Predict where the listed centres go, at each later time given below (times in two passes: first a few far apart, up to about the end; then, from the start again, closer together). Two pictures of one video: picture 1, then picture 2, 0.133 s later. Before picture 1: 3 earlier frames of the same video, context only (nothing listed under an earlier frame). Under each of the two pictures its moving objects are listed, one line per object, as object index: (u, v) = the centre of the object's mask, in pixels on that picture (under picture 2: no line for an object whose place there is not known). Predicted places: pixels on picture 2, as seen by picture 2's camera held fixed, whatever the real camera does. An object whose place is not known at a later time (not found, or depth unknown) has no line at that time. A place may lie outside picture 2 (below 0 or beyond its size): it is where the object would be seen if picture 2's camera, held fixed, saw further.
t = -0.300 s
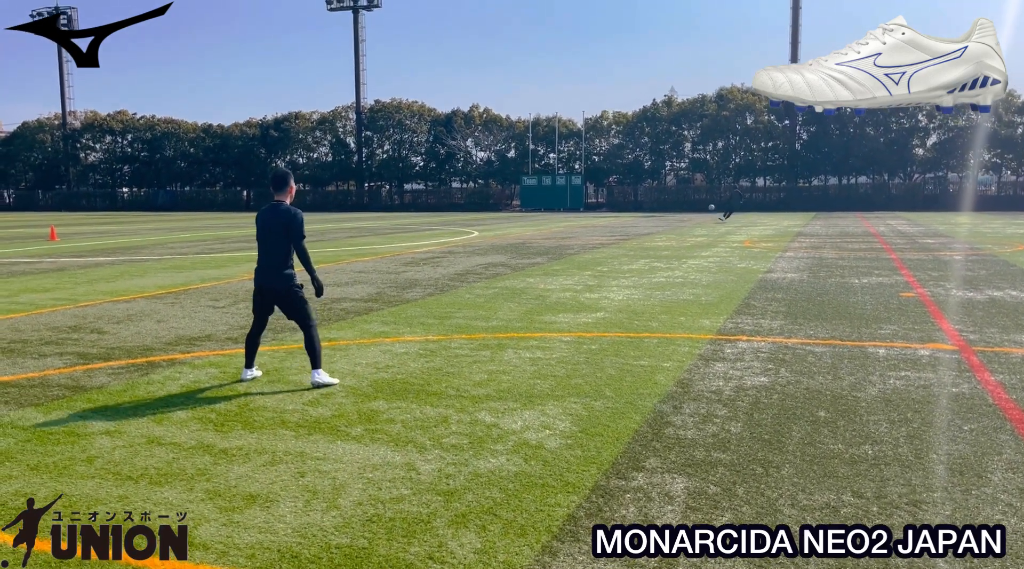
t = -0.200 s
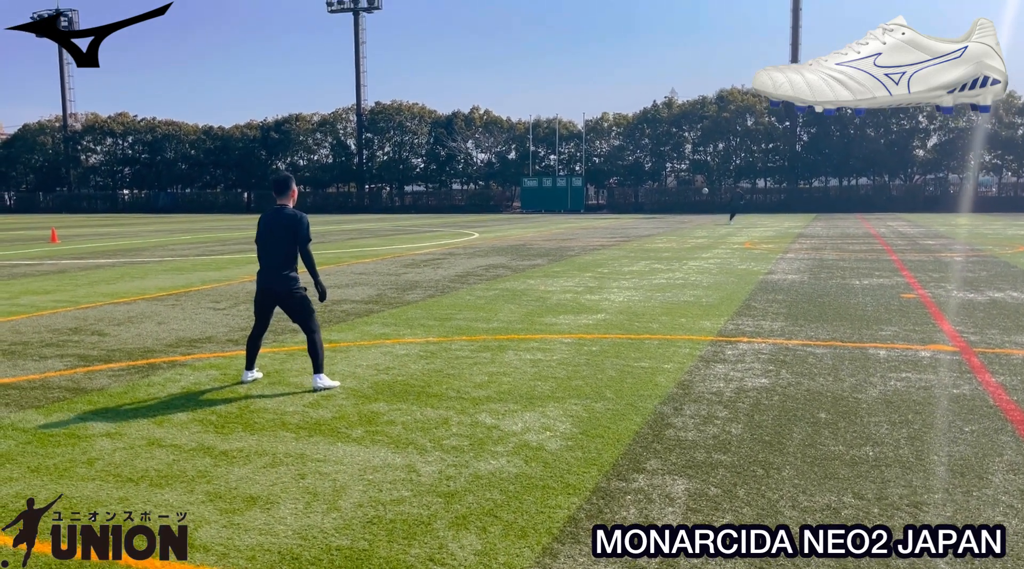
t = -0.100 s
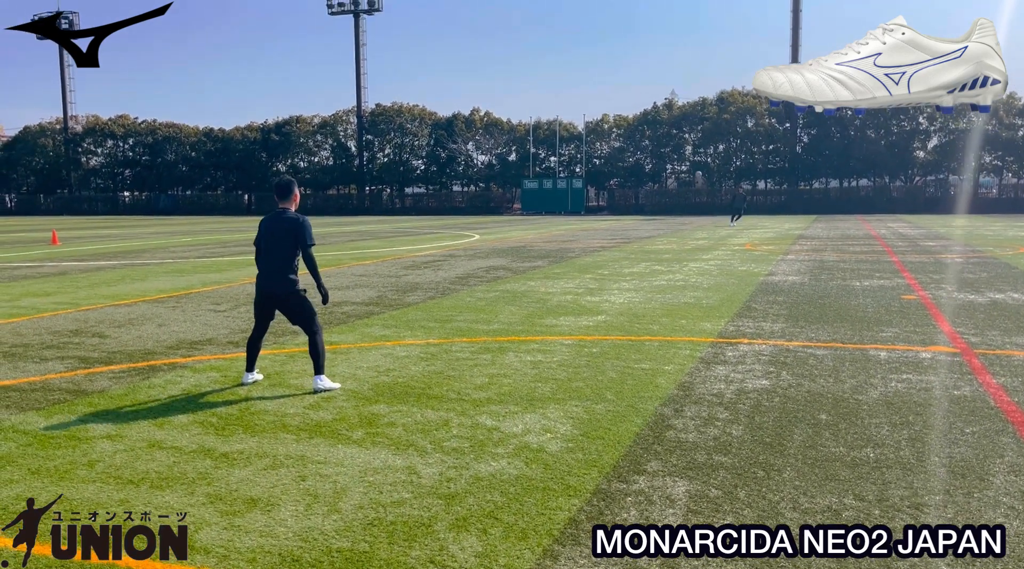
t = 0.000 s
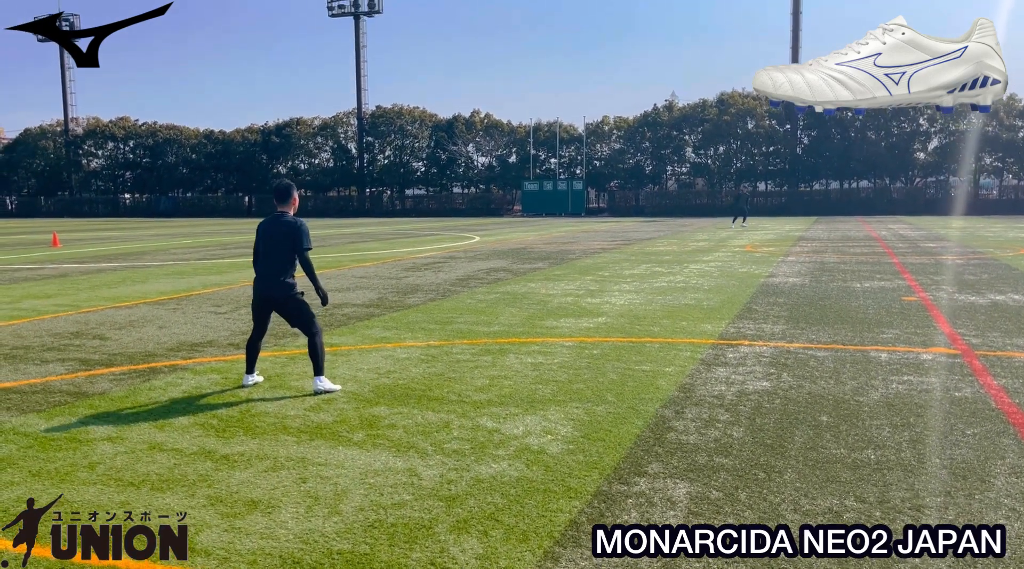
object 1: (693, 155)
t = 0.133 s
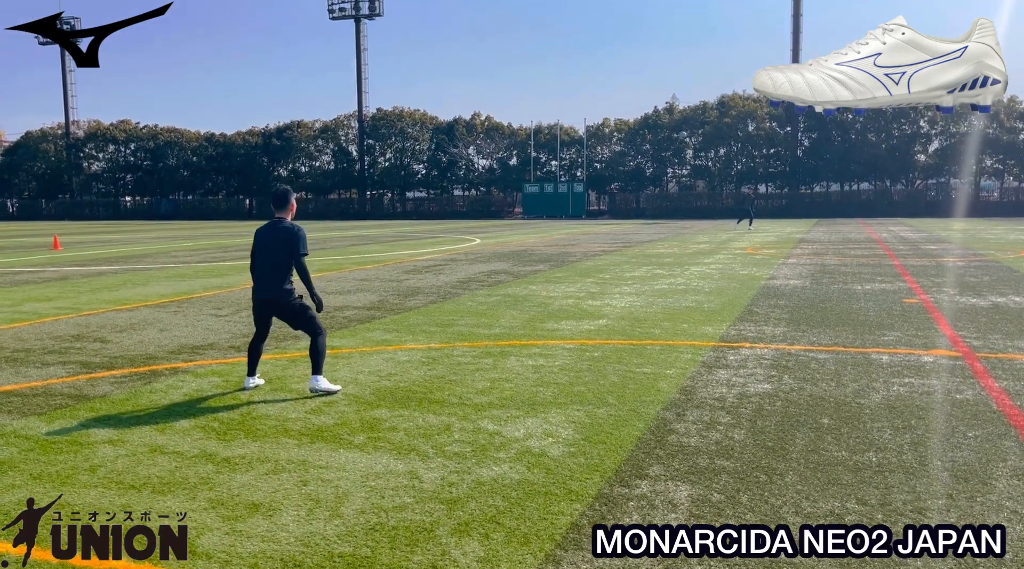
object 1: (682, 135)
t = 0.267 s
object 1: (670, 110)
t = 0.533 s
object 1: (649, 64)
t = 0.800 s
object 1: (620, 23)
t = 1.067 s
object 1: (581, -4)
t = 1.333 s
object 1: (527, 0)
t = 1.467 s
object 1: (487, 23)
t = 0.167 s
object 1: (680, 129)
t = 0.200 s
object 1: (677, 123)
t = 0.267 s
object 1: (670, 110)
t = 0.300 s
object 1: (669, 105)
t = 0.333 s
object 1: (667, 99)
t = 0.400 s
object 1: (661, 87)
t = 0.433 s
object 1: (658, 81)
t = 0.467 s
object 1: (655, 75)
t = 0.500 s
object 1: (652, 69)
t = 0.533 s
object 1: (649, 64)
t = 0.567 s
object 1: (646, 58)
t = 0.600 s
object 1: (642, 53)
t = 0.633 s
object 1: (639, 48)
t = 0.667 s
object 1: (635, 42)
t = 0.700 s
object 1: (631, 37)
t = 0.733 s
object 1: (627, 33)
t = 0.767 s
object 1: (623, 28)
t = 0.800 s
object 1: (620, 23)
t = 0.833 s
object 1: (615, 19)
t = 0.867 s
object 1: (611, 15)
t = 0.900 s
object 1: (606, 11)
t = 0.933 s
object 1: (602, 7)
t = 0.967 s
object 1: (597, 4)
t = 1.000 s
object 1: (592, 1)
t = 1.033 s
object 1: (587, -2)
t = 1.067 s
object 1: (581, -4)
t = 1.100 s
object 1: (576, -6)
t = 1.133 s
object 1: (570, -7)
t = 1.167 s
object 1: (564, -7)
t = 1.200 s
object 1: (558, -7)
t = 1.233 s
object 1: (551, -7)
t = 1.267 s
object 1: (543, -5)
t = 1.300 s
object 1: (536, -3)
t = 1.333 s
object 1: (527, 0)
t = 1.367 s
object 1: (518, 4)
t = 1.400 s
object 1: (509, 9)
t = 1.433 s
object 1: (498, 16)
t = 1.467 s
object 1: (487, 23)
